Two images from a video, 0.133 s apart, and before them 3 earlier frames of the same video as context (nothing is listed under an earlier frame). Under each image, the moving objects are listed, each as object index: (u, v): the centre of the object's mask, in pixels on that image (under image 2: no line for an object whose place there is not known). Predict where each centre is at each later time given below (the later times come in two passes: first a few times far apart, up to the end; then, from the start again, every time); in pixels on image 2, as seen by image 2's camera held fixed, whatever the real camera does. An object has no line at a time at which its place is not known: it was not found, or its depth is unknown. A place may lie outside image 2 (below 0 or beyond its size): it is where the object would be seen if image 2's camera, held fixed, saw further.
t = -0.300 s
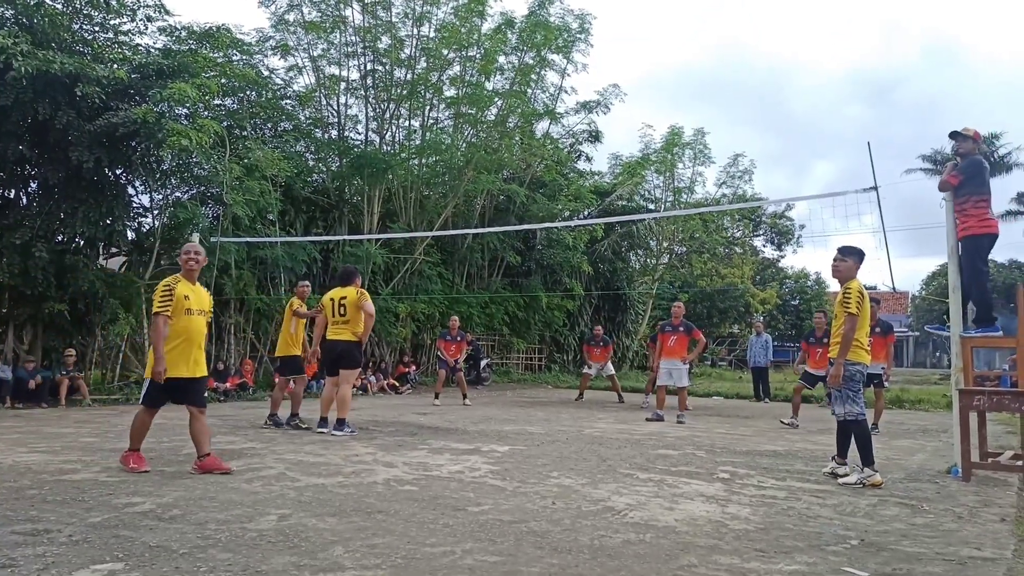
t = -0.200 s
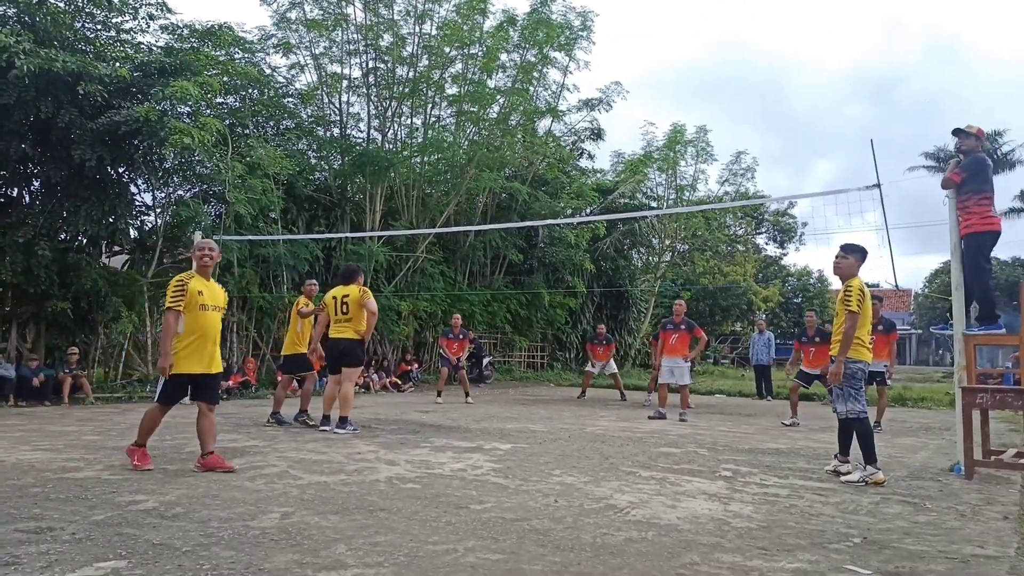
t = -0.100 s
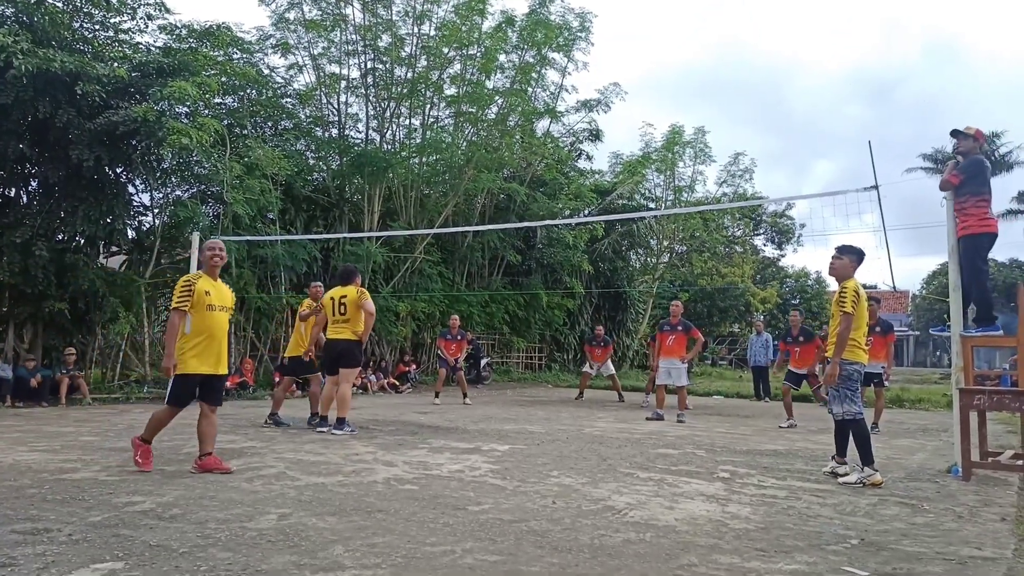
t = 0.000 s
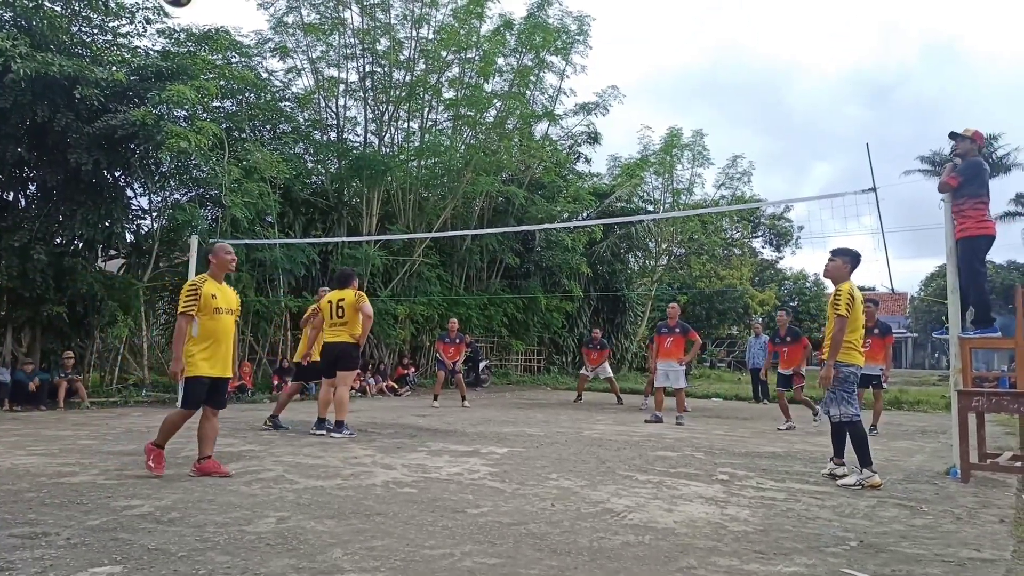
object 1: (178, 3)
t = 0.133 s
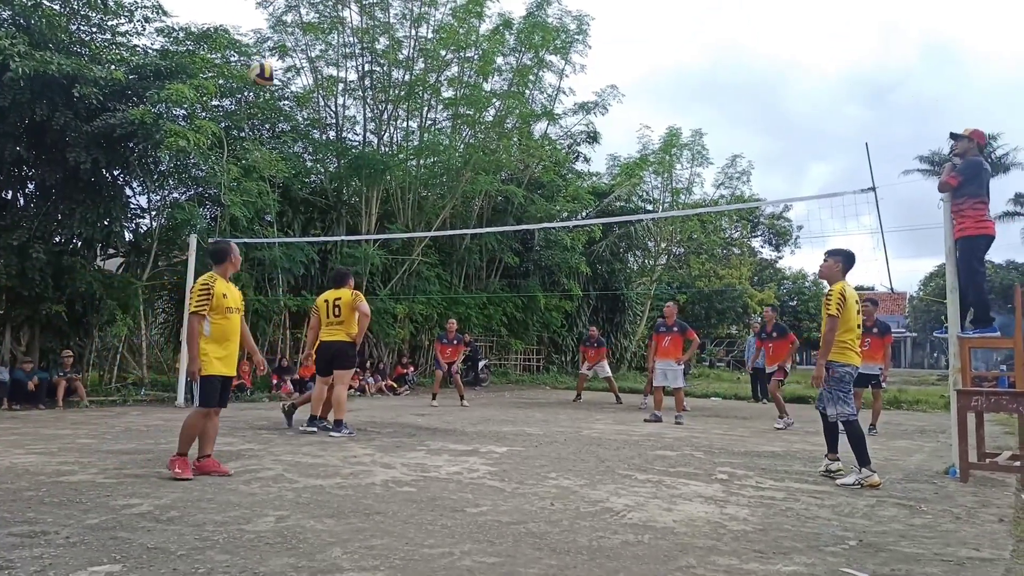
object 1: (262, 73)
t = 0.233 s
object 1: (299, 122)
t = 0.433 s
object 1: (338, 206)
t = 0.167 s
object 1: (277, 91)
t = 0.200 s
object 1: (288, 107)
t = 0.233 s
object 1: (299, 122)
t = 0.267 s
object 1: (308, 138)
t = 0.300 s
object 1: (316, 152)
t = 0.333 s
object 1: (323, 167)
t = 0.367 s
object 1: (328, 180)
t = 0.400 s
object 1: (333, 194)
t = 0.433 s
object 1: (338, 206)
